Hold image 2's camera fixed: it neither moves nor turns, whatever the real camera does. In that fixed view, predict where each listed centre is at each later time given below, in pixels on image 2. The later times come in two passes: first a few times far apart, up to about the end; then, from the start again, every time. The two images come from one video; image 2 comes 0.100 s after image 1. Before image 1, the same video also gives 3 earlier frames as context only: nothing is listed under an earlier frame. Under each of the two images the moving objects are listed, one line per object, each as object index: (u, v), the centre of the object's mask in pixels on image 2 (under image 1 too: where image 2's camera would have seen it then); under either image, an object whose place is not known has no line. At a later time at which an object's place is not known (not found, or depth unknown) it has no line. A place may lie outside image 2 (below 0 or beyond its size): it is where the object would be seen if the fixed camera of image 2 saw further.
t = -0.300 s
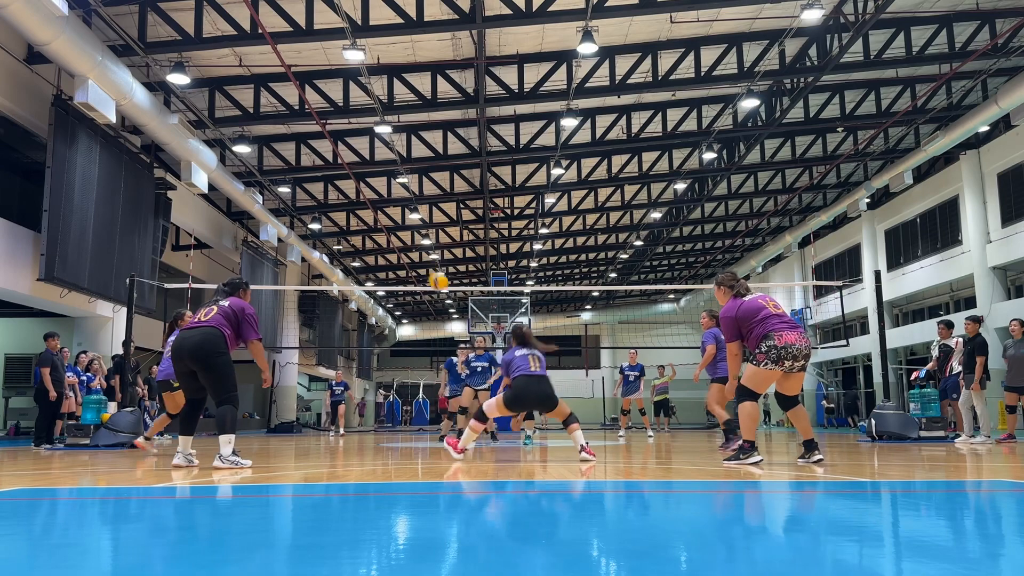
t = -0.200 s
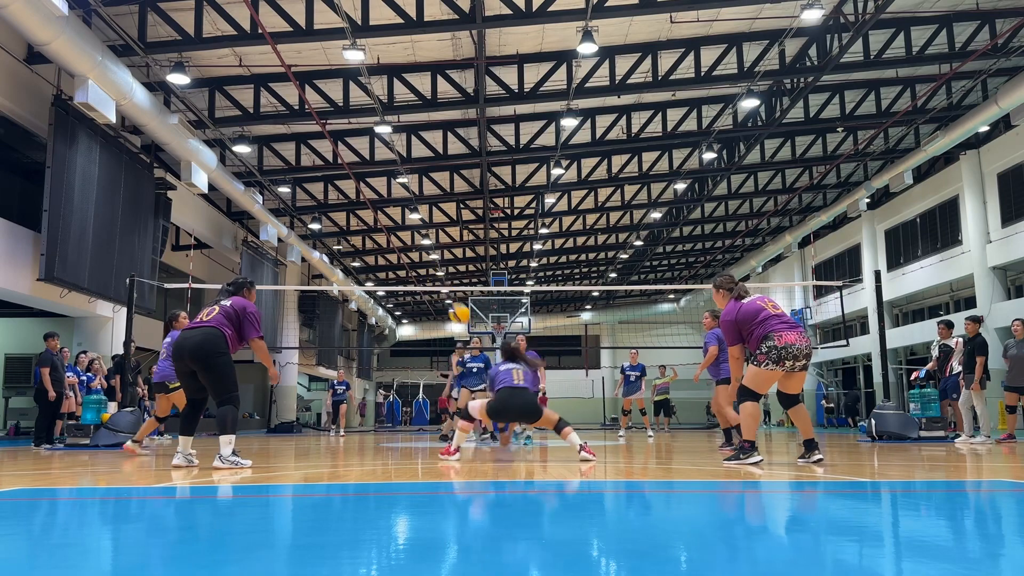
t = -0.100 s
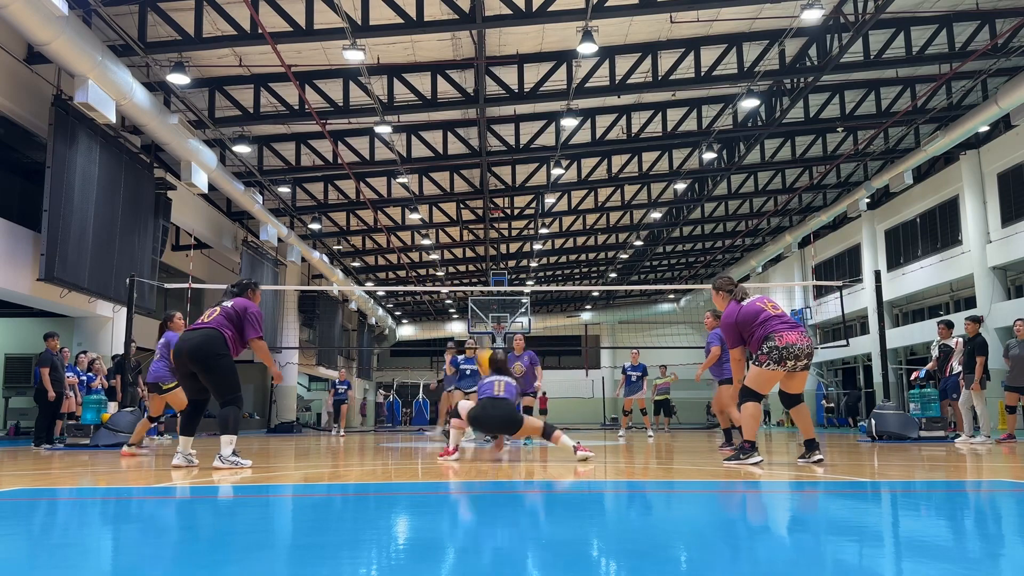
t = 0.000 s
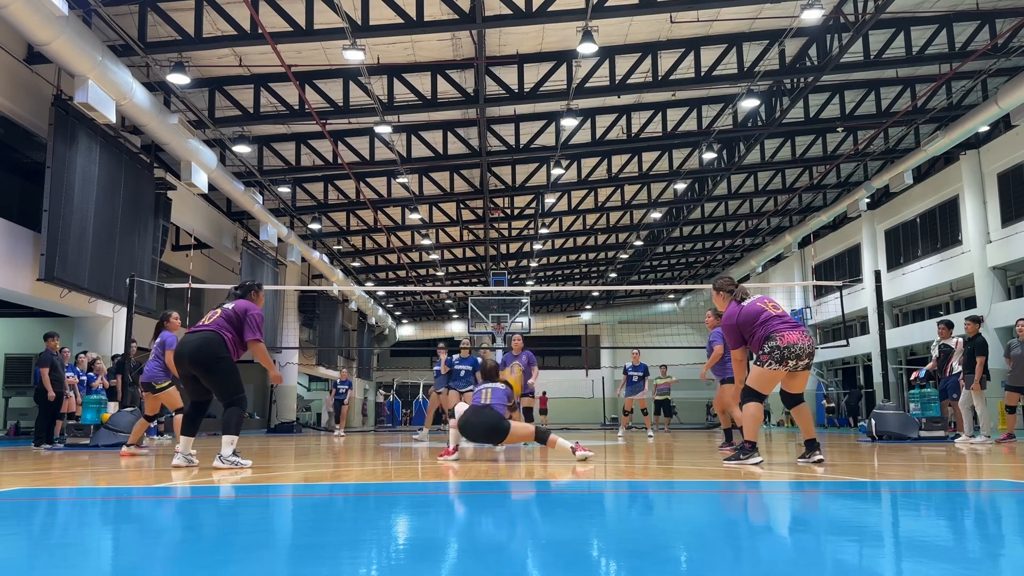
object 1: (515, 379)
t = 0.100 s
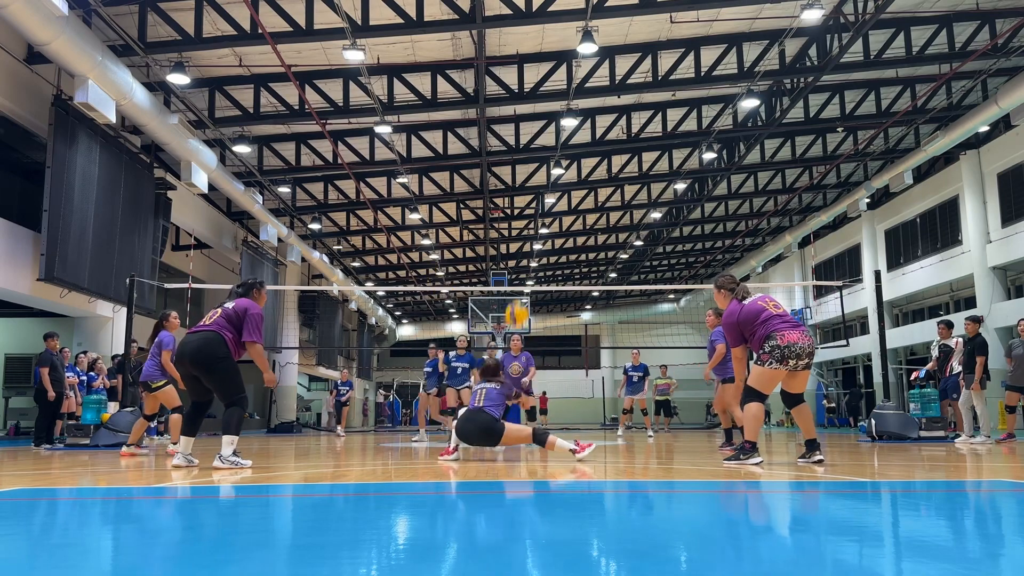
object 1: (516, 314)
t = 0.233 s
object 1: (523, 250)
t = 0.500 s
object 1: (534, 185)
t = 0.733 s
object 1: (545, 187)
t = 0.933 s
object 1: (554, 222)
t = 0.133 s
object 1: (515, 292)
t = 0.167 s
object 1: (519, 275)
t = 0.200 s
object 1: (521, 262)
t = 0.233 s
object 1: (523, 250)
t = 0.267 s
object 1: (525, 234)
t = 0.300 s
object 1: (527, 226)
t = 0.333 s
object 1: (528, 216)
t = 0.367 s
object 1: (529, 206)
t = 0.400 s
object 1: (531, 200)
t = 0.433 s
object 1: (532, 195)
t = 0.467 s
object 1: (534, 190)
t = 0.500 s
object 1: (534, 185)
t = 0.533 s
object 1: (537, 184)
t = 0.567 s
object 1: (538, 182)
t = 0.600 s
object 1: (540, 181)
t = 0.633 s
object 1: (542, 182)
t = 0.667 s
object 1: (543, 183)
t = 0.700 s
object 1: (544, 183)
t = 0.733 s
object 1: (545, 187)
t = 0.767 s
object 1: (547, 190)
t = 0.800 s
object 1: (548, 195)
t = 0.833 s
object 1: (549, 201)
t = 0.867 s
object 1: (551, 208)
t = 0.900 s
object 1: (553, 214)
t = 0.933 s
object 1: (554, 222)
